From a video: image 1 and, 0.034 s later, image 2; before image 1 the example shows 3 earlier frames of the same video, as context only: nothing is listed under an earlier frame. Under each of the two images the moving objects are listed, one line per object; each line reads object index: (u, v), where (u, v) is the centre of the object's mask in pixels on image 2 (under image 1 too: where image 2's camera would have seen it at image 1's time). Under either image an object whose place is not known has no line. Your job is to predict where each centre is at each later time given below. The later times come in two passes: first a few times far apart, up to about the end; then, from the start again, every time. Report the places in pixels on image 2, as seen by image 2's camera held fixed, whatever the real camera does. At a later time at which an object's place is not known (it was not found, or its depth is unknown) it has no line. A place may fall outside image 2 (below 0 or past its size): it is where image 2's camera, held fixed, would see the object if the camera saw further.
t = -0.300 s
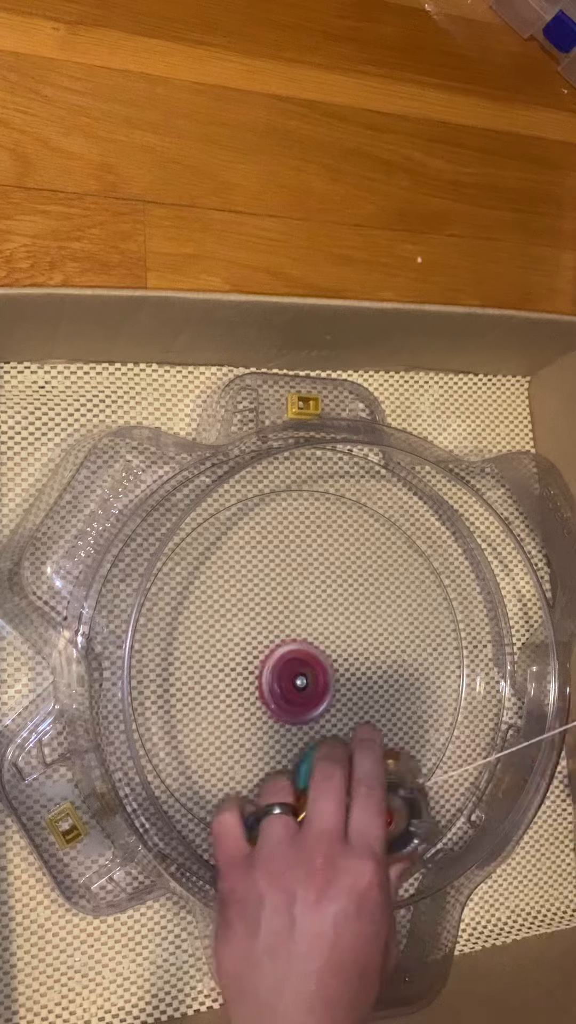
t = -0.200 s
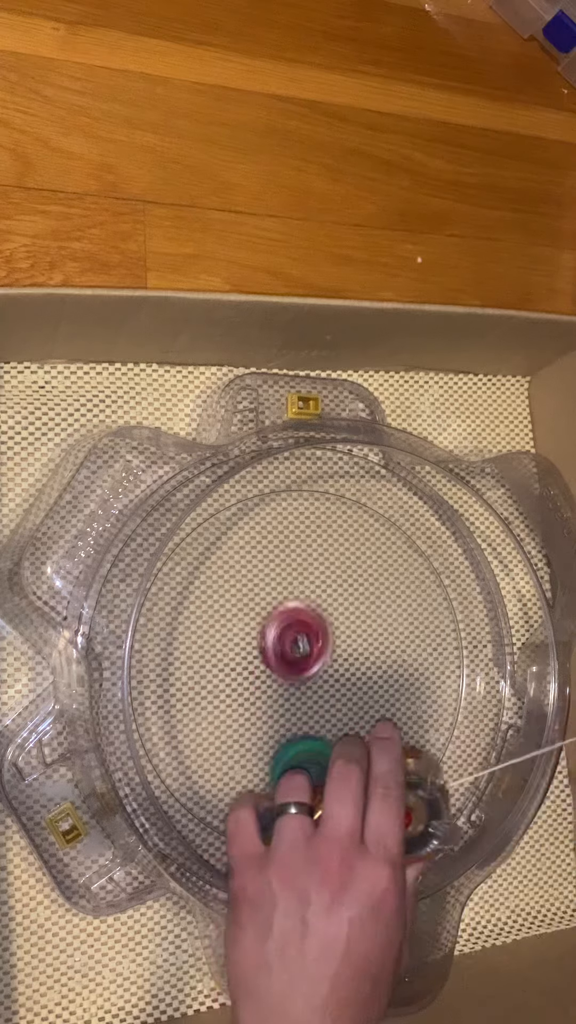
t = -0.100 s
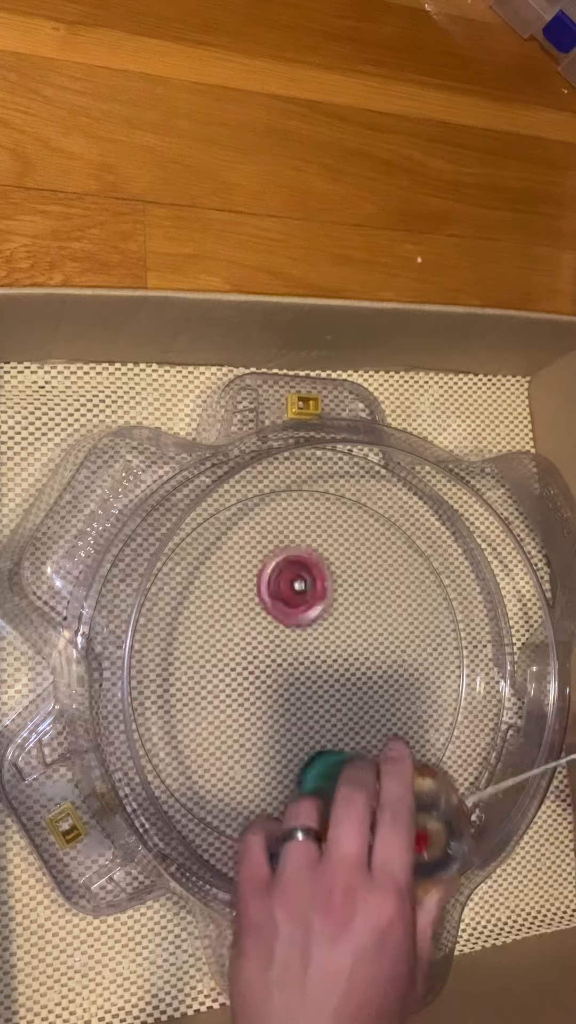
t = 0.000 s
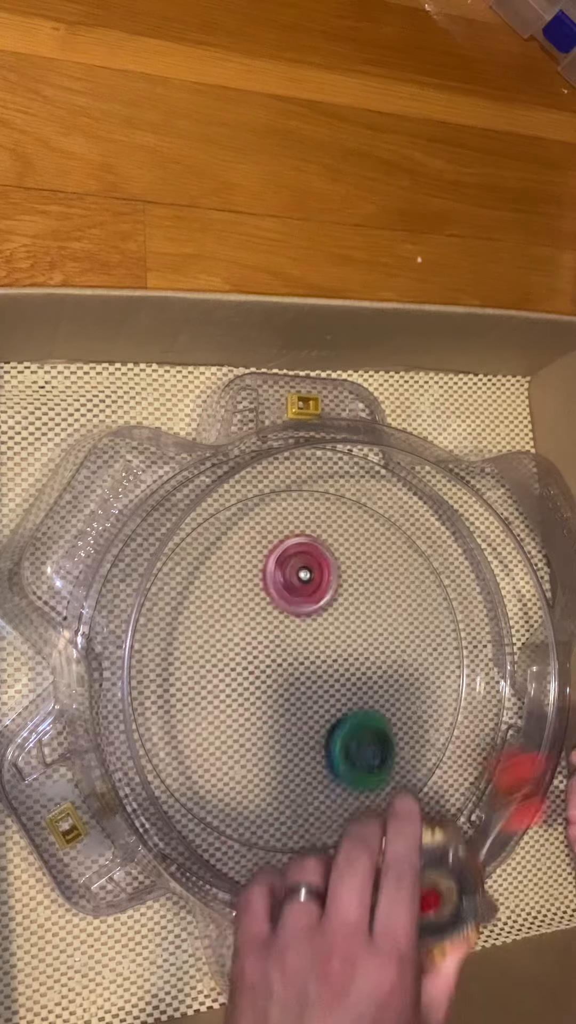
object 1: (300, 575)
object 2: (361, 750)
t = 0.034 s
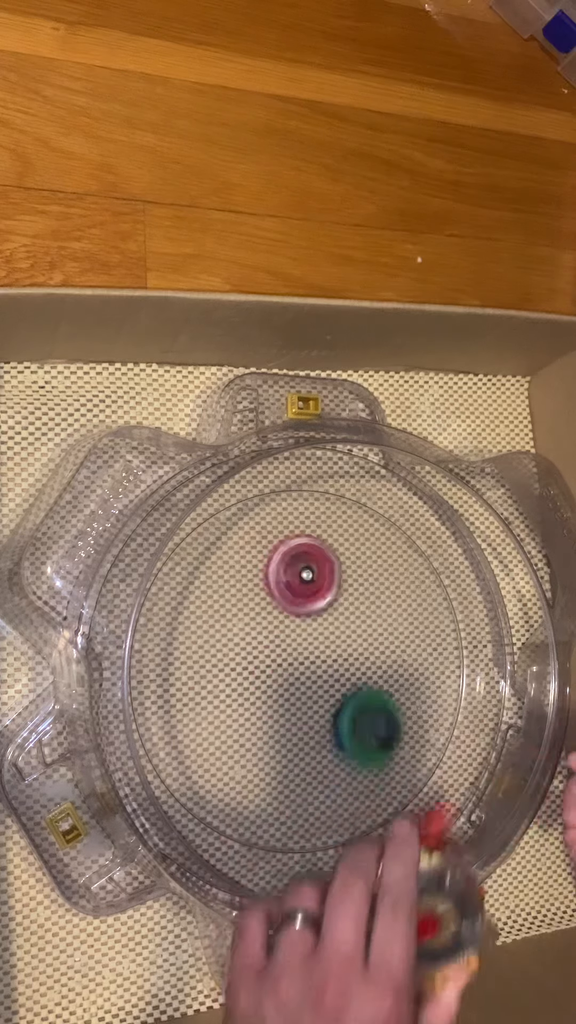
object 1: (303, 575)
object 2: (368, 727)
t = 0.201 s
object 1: (290, 569)
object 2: (380, 614)
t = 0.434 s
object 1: (240, 550)
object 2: (376, 577)
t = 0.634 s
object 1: (260, 587)
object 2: (335, 595)
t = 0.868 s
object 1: (173, 693)
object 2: (364, 643)
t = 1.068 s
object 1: (179, 721)
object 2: (352, 677)
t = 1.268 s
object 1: (254, 725)
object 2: (326, 702)
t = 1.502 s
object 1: (255, 761)
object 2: (367, 662)
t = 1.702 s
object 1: (292, 731)
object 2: (351, 641)
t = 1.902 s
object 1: (348, 702)
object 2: (308, 613)
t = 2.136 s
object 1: (375, 686)
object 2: (260, 624)
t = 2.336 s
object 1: (357, 669)
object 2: (259, 663)
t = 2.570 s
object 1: (332, 624)
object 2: (274, 697)
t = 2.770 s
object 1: (318, 610)
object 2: (281, 703)
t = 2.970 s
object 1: (303, 614)
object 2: (292, 694)
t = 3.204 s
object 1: (290, 615)
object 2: (302, 705)
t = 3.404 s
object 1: (283, 629)
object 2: (315, 712)
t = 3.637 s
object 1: (283, 623)
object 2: (331, 702)
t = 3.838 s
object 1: (286, 602)
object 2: (341, 691)
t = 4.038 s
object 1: (286, 618)
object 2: (326, 687)
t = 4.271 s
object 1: (286, 599)
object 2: (325, 691)
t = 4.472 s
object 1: (294, 613)
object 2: (304, 694)
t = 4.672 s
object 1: (295, 623)
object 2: (291, 700)
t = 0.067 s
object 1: (305, 576)
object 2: (374, 702)
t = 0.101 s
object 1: (307, 577)
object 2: (375, 678)
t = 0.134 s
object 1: (309, 578)
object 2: (373, 651)
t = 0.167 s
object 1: (309, 579)
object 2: (368, 625)
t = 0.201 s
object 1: (290, 569)
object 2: (380, 614)
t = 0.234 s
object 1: (270, 561)
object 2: (389, 605)
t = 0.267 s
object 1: (258, 555)
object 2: (391, 596)
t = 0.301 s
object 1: (249, 550)
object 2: (390, 587)
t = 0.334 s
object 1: (241, 547)
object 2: (387, 580)
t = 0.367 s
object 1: (239, 546)
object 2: (385, 578)
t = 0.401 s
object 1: (239, 547)
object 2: (380, 576)
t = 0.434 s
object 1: (240, 550)
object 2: (376, 577)
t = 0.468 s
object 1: (243, 552)
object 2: (370, 577)
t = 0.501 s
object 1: (246, 555)
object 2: (365, 579)
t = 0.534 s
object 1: (249, 560)
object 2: (358, 581)
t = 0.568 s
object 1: (252, 566)
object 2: (352, 584)
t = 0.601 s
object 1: (256, 575)
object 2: (343, 588)
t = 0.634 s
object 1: (260, 587)
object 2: (335, 595)
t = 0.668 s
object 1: (247, 603)
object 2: (340, 603)
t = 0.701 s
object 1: (227, 621)
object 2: (351, 611)
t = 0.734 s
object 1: (212, 639)
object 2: (357, 618)
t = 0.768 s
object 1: (200, 654)
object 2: (361, 625)
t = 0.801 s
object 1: (189, 668)
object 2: (363, 631)
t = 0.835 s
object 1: (179, 682)
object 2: (363, 636)
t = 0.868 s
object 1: (173, 693)
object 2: (364, 643)
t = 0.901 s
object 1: (169, 700)
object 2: (363, 648)
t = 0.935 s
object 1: (167, 707)
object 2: (363, 653)
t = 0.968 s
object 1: (168, 712)
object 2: (359, 660)
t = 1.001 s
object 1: (170, 716)
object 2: (358, 666)
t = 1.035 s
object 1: (173, 719)
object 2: (354, 671)
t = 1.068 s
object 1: (179, 721)
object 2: (352, 677)
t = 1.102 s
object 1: (186, 719)
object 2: (348, 683)
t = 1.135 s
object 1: (197, 719)
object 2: (344, 688)
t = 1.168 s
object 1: (208, 718)
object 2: (340, 692)
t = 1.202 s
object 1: (223, 719)
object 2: (334, 696)
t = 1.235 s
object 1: (238, 720)
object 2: (329, 699)
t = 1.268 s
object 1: (254, 725)
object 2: (326, 702)
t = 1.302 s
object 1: (250, 740)
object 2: (339, 696)
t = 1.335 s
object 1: (248, 749)
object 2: (352, 690)
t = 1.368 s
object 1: (248, 757)
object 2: (360, 685)
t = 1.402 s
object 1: (248, 763)
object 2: (364, 679)
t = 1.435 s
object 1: (250, 764)
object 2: (367, 673)
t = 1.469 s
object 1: (252, 762)
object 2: (368, 667)
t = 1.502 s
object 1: (255, 761)
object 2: (367, 662)
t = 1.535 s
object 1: (259, 760)
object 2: (366, 658)
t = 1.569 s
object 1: (262, 756)
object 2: (363, 654)
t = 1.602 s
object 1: (268, 750)
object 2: (360, 650)
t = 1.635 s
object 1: (274, 744)
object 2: (358, 647)
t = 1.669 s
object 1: (283, 738)
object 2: (355, 643)
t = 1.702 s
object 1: (292, 731)
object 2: (351, 641)
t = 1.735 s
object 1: (301, 723)
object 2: (346, 637)
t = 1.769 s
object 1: (312, 714)
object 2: (340, 634)
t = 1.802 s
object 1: (323, 708)
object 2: (332, 631)
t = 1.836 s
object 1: (332, 706)
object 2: (326, 623)
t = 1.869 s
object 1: (339, 704)
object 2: (318, 617)
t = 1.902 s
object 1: (348, 702)
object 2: (308, 613)
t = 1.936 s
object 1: (355, 702)
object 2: (300, 611)
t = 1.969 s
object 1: (362, 697)
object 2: (291, 610)
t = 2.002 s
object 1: (368, 694)
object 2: (281, 611)
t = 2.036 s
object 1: (372, 693)
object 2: (275, 612)
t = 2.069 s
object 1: (375, 690)
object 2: (268, 615)
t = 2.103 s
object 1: (375, 687)
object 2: (264, 620)
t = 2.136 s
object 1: (375, 686)
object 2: (260, 624)
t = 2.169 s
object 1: (376, 683)
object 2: (258, 631)
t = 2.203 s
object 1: (375, 681)
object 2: (256, 638)
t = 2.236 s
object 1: (370, 680)
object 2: (255, 645)
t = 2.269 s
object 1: (367, 676)
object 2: (255, 651)
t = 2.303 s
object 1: (362, 674)
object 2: (255, 657)
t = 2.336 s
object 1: (357, 669)
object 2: (259, 663)
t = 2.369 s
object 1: (350, 663)
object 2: (263, 670)
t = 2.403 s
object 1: (343, 658)
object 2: (269, 675)
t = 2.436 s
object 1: (339, 651)
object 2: (270, 682)
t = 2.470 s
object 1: (338, 644)
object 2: (274, 685)
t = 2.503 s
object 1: (336, 635)
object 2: (274, 692)
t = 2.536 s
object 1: (332, 630)
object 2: (274, 694)
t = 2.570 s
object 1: (332, 624)
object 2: (274, 697)
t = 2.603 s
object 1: (328, 619)
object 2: (274, 699)
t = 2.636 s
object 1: (327, 618)
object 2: (274, 699)
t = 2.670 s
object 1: (326, 613)
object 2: (275, 699)
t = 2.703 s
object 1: (323, 611)
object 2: (277, 700)
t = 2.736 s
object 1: (319, 611)
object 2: (279, 701)
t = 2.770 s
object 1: (318, 610)
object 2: (281, 703)
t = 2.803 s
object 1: (314, 612)
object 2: (283, 702)
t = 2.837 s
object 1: (312, 612)
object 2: (285, 697)
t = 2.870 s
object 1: (309, 614)
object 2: (288, 694)
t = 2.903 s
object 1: (307, 611)
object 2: (291, 695)
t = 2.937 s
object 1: (305, 613)
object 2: (291, 695)
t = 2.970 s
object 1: (303, 614)
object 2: (292, 694)
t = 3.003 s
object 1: (301, 612)
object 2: (291, 696)
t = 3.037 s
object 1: (297, 610)
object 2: (293, 698)
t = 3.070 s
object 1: (293, 613)
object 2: (296, 699)
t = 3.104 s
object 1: (293, 612)
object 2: (298, 701)
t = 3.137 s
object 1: (292, 613)
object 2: (299, 704)
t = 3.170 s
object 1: (291, 614)
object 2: (302, 705)
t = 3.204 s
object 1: (290, 615)
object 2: (302, 705)
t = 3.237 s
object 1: (291, 619)
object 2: (303, 705)
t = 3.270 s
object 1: (292, 622)
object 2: (304, 706)
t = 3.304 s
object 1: (290, 627)
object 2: (305, 707)
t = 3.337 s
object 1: (289, 628)
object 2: (307, 709)
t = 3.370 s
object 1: (286, 628)
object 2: (311, 710)
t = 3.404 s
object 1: (283, 629)
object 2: (315, 712)
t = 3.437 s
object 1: (284, 629)
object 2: (317, 714)
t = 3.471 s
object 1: (285, 628)
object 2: (321, 714)
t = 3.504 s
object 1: (286, 627)
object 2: (324, 710)
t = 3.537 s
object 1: (286, 629)
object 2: (327, 707)
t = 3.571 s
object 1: (287, 630)
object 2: (329, 703)
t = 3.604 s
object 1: (287, 631)
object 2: (328, 699)
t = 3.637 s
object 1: (283, 623)
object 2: (331, 702)
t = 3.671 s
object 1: (279, 617)
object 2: (334, 705)
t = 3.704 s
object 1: (280, 614)
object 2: (338, 703)
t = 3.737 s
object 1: (283, 608)
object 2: (343, 700)
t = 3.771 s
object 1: (284, 604)
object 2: (344, 699)
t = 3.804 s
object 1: (284, 602)
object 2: (344, 697)
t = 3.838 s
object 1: (286, 602)
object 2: (341, 691)
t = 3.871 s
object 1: (289, 603)
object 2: (339, 688)
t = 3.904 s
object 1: (292, 606)
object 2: (337, 689)
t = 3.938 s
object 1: (293, 607)
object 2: (333, 690)
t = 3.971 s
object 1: (292, 609)
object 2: (329, 687)
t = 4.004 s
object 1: (290, 619)
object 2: (326, 684)
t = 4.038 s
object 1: (286, 618)
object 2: (326, 687)
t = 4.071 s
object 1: (282, 615)
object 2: (329, 692)
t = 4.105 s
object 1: (280, 612)
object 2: (328, 694)
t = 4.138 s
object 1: (279, 609)
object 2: (326, 694)
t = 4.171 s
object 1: (280, 606)
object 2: (325, 690)
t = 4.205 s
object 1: (283, 602)
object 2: (325, 690)
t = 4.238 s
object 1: (285, 600)
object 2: (326, 690)
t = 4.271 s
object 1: (286, 599)
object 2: (325, 691)
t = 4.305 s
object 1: (287, 601)
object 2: (322, 691)
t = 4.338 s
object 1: (288, 605)
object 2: (317, 689)
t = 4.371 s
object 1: (289, 610)
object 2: (313, 687)
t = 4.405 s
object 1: (291, 614)
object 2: (309, 687)
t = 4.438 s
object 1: (293, 612)
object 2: (307, 691)
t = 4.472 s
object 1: (294, 613)
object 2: (304, 694)
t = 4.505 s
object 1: (296, 614)
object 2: (301, 696)
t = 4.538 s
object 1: (297, 617)
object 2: (300, 698)
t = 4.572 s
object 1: (296, 621)
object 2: (298, 699)
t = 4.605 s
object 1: (295, 622)
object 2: (296, 700)
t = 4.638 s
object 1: (295, 621)
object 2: (293, 701)
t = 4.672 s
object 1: (295, 623)
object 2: (291, 700)
